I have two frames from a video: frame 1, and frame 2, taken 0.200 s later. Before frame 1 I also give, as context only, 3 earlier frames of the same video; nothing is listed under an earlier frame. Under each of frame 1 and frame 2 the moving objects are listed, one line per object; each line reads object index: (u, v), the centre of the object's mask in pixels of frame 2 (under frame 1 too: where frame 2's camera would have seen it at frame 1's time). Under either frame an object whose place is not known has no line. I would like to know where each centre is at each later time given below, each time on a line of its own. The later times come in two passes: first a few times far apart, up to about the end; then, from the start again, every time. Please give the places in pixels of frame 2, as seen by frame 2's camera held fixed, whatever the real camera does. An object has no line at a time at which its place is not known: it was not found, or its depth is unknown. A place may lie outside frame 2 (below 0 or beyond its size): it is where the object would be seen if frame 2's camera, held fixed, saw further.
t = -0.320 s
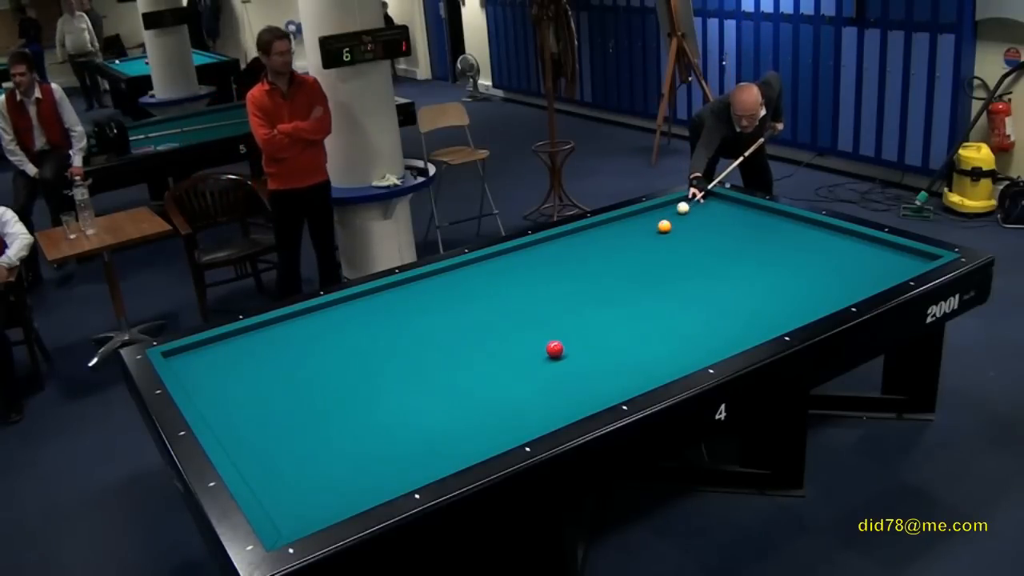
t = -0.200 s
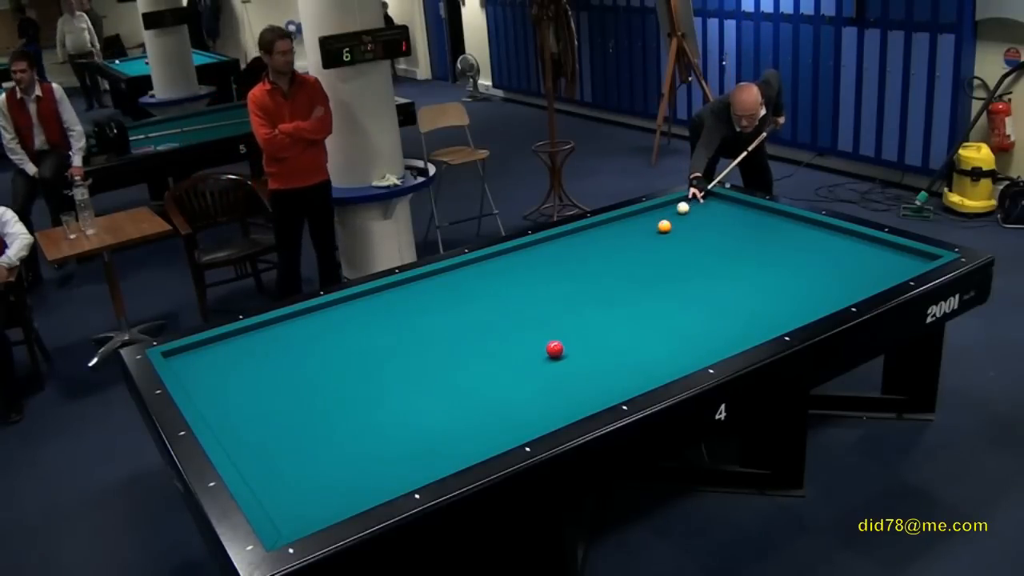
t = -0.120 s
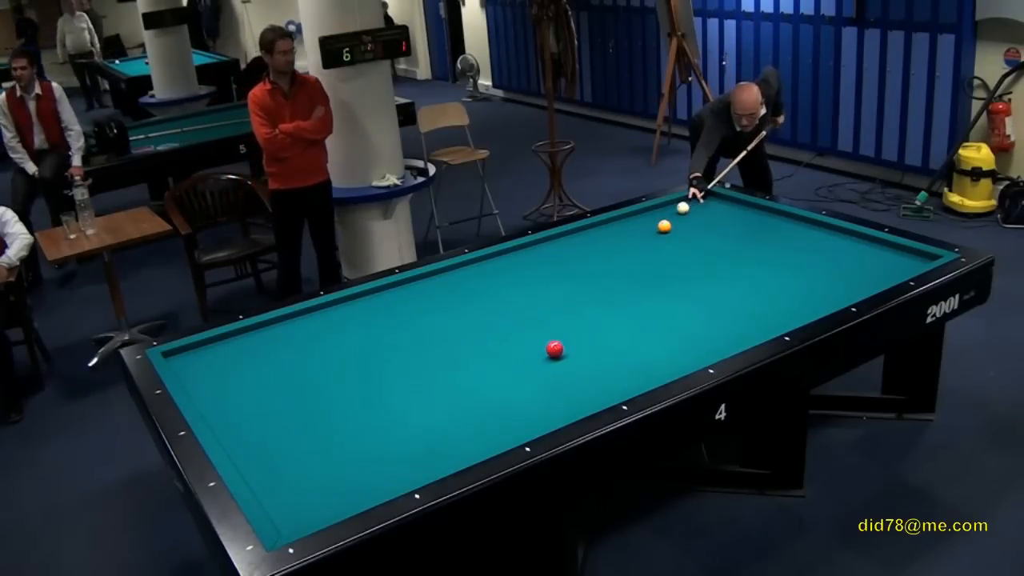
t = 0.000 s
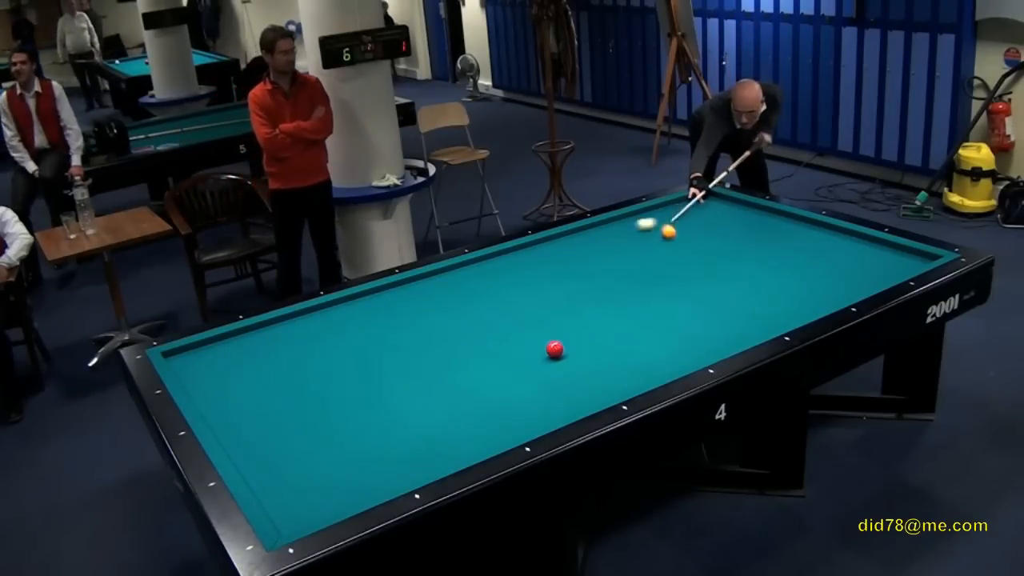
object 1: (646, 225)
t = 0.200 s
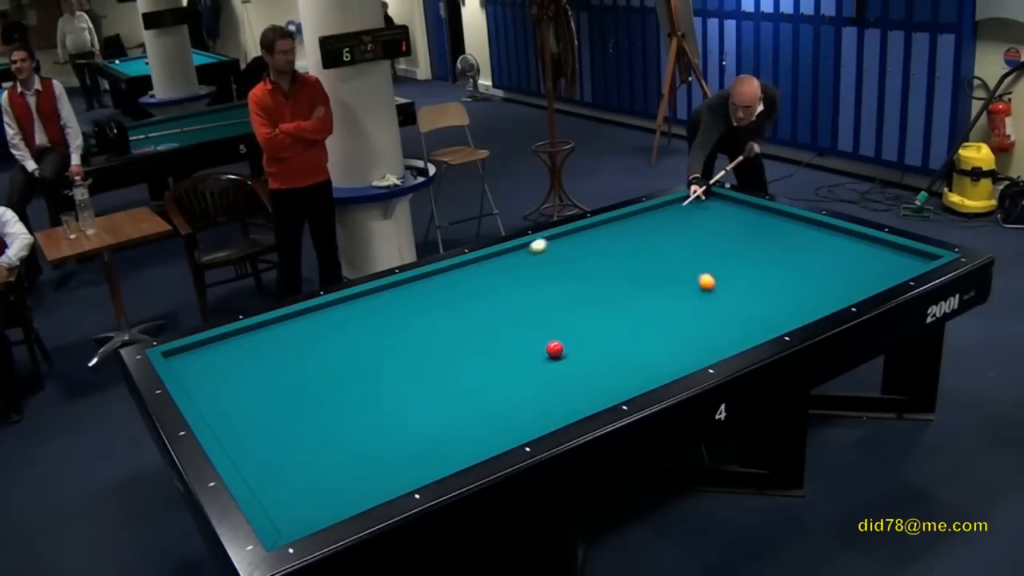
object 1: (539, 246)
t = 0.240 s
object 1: (523, 254)
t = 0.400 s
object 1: (461, 288)
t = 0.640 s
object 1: (362, 343)
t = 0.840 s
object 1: (277, 390)
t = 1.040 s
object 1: (242, 426)
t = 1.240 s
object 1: (331, 427)
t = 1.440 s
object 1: (407, 433)
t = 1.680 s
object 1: (498, 438)
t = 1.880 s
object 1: (526, 403)
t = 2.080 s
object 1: (553, 373)
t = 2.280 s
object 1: (578, 347)
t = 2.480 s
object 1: (599, 324)
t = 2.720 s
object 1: (623, 299)
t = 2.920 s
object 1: (640, 281)
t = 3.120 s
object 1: (655, 264)
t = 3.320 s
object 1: (669, 249)
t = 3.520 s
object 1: (682, 235)
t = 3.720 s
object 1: (694, 222)
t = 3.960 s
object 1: (707, 208)
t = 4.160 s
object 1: (717, 198)
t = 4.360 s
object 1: (695, 196)
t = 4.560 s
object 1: (688, 202)
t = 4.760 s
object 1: (683, 208)
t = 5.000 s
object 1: (676, 216)
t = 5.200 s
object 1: (670, 223)
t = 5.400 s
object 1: (664, 229)
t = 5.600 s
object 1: (659, 236)
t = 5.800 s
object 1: (653, 243)
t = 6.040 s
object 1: (645, 251)
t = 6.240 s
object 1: (639, 258)
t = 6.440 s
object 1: (632, 265)
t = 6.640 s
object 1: (626, 272)
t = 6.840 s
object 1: (619, 280)
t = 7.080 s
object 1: (611, 289)
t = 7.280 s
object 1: (604, 297)
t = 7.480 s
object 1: (597, 304)
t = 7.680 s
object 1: (590, 312)
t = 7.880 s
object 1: (583, 320)
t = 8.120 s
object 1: (575, 329)
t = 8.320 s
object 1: (567, 337)
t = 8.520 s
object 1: (562, 342)
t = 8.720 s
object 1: (561, 345)
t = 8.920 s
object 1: (560, 347)
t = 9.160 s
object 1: (560, 348)
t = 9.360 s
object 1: (559, 349)
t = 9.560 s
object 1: (559, 350)
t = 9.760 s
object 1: (559, 351)
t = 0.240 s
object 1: (523, 254)
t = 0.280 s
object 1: (509, 262)
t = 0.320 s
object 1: (493, 271)
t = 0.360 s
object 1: (477, 279)
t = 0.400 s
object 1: (461, 288)
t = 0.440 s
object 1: (445, 297)
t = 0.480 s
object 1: (429, 305)
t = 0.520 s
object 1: (412, 315)
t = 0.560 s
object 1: (395, 324)
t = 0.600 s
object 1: (378, 333)
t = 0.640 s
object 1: (362, 343)
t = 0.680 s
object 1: (345, 352)
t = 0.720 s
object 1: (328, 362)
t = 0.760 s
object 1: (311, 371)
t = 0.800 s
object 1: (294, 381)
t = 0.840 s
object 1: (277, 390)
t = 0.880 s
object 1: (260, 400)
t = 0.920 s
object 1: (244, 410)
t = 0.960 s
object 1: (227, 420)
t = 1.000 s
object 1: (222, 426)
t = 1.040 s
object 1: (242, 426)
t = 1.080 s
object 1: (261, 425)
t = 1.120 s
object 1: (280, 425)
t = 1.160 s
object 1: (297, 426)
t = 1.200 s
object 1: (315, 426)
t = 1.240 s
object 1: (331, 427)
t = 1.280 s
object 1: (347, 428)
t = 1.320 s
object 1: (362, 429)
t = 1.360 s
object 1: (377, 430)
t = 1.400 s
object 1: (392, 432)
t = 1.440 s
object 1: (407, 433)
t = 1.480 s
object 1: (422, 435)
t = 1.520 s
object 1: (438, 436)
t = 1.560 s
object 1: (453, 438)
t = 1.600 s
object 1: (469, 439)
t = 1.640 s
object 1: (484, 440)
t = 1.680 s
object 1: (498, 438)
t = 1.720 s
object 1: (504, 431)
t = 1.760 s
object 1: (510, 424)
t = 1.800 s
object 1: (515, 416)
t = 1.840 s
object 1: (521, 410)
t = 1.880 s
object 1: (526, 403)
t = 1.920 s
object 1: (533, 397)
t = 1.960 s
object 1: (538, 391)
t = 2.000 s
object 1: (543, 385)
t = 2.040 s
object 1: (548, 379)
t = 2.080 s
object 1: (553, 373)
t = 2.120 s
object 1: (558, 368)
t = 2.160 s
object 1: (563, 362)
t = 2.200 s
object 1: (568, 357)
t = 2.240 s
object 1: (573, 352)
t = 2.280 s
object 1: (578, 347)
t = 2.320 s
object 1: (582, 342)
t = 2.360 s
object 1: (587, 338)
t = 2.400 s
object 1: (591, 333)
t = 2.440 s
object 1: (595, 328)
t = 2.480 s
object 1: (599, 324)
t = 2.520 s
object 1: (603, 320)
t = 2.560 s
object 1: (607, 316)
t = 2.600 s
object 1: (611, 312)
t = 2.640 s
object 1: (615, 308)
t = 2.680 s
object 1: (619, 304)
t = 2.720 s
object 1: (623, 299)
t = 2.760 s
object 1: (626, 296)
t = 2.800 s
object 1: (629, 292)
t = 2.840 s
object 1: (633, 288)
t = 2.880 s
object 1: (636, 284)
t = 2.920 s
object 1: (640, 281)
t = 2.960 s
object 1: (643, 277)
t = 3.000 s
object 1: (646, 274)
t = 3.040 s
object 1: (649, 271)
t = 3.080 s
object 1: (652, 267)
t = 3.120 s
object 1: (655, 264)
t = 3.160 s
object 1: (658, 261)
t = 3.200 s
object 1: (661, 258)
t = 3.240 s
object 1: (664, 255)
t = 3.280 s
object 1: (667, 252)
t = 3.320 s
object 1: (669, 249)
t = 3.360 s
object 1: (672, 246)
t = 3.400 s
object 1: (675, 243)
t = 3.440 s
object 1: (678, 240)
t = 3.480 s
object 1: (680, 238)
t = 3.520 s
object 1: (682, 235)
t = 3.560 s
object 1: (685, 232)
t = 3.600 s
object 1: (687, 230)
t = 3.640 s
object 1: (690, 227)
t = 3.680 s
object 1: (692, 225)
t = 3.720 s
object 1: (694, 222)
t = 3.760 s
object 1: (697, 220)
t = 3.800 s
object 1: (699, 218)
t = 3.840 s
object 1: (701, 215)
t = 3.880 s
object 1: (703, 213)
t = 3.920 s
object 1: (705, 210)
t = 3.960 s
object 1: (707, 208)
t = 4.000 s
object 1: (709, 206)
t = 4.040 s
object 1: (711, 204)
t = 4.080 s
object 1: (713, 202)
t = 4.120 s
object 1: (715, 200)
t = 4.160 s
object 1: (717, 198)
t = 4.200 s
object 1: (718, 196)
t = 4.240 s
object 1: (711, 196)
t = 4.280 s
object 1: (705, 196)
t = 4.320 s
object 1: (700, 196)
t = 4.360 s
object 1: (695, 196)
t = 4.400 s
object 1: (692, 197)
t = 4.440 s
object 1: (691, 198)
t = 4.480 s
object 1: (690, 199)
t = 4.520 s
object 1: (689, 201)
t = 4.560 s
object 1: (688, 202)
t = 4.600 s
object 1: (687, 203)
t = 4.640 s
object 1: (686, 205)
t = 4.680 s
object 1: (685, 206)
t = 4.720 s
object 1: (684, 207)
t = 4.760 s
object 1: (683, 208)
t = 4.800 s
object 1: (682, 210)
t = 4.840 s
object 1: (681, 211)
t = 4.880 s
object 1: (679, 212)
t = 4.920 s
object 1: (678, 213)
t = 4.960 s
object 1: (677, 215)
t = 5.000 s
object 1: (676, 216)
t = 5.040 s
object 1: (675, 217)
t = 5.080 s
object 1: (674, 219)
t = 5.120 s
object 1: (673, 220)
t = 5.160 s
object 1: (671, 221)
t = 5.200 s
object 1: (670, 223)
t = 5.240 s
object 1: (669, 224)
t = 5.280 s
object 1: (668, 225)
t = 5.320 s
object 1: (667, 226)
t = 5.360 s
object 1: (666, 228)
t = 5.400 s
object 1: (664, 229)
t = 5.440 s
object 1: (663, 230)
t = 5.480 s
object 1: (662, 232)
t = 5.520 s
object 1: (661, 233)
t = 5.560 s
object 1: (660, 234)
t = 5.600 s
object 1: (659, 236)
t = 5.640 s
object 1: (657, 237)
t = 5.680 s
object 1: (656, 238)
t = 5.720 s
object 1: (655, 240)
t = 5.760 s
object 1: (654, 241)
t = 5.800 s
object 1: (653, 243)
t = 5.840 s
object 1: (651, 244)
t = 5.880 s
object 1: (650, 245)
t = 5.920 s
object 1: (649, 247)
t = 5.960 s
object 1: (648, 248)
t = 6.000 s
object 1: (646, 249)
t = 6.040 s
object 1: (645, 251)
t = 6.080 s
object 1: (644, 252)
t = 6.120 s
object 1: (643, 254)
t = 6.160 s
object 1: (641, 255)
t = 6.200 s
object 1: (640, 257)
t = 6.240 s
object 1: (639, 258)
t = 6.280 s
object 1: (638, 259)
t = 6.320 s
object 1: (636, 261)
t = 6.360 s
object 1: (635, 262)
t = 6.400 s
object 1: (634, 264)
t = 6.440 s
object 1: (632, 265)
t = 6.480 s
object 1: (631, 267)
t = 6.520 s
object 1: (630, 268)
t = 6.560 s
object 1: (628, 269)
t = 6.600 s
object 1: (627, 271)
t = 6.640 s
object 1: (626, 272)
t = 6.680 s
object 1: (625, 274)
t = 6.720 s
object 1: (623, 275)
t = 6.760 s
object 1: (622, 277)
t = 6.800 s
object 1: (621, 278)
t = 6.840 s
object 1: (619, 280)
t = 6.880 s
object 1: (618, 281)
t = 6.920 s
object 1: (616, 283)
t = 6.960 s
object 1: (615, 284)
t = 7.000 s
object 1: (614, 286)
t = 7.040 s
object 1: (612, 287)
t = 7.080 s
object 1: (611, 289)
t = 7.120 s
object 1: (610, 290)
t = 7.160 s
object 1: (608, 292)
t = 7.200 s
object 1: (607, 294)
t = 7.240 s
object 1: (606, 295)
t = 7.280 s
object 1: (604, 297)
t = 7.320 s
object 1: (603, 298)
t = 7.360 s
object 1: (601, 300)
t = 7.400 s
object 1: (600, 301)
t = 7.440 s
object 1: (599, 303)
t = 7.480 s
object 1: (597, 304)
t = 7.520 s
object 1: (596, 306)
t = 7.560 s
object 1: (594, 307)
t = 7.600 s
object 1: (593, 309)
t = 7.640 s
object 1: (592, 310)
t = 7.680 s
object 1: (590, 312)
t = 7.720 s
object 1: (589, 314)
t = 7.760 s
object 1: (587, 315)
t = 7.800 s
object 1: (586, 317)
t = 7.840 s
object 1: (585, 318)
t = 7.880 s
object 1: (583, 320)
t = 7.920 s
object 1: (582, 321)
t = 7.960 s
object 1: (580, 323)
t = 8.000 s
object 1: (579, 324)
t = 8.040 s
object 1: (577, 326)
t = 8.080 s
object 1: (576, 328)
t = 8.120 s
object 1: (575, 329)
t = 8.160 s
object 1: (573, 331)
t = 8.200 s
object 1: (572, 332)
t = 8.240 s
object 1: (570, 334)
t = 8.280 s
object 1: (569, 335)
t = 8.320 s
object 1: (567, 337)
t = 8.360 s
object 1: (566, 338)
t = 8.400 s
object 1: (565, 339)
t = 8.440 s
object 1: (564, 340)
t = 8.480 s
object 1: (563, 341)
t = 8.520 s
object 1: (562, 342)
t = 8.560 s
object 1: (562, 342)
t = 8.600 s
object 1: (562, 343)
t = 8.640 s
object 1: (562, 344)
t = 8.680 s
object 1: (561, 344)
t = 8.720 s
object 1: (561, 345)
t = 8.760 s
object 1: (561, 345)
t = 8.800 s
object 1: (561, 345)
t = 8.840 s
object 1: (561, 346)
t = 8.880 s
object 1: (561, 346)
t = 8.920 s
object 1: (560, 347)
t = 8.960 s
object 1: (560, 347)
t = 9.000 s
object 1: (560, 347)
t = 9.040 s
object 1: (560, 347)
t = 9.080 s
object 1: (560, 348)
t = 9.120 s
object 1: (560, 348)
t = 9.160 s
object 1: (560, 348)
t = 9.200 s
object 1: (560, 348)
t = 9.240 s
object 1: (559, 349)
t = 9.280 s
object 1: (559, 349)
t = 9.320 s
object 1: (559, 349)
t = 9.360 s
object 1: (559, 349)
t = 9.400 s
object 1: (559, 350)
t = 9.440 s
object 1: (559, 350)
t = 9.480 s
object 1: (559, 350)
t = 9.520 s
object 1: (559, 350)
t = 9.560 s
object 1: (559, 350)
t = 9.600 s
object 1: (559, 351)
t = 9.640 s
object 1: (558, 351)
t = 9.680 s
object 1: (558, 351)
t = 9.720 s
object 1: (558, 351)
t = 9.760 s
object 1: (559, 351)
